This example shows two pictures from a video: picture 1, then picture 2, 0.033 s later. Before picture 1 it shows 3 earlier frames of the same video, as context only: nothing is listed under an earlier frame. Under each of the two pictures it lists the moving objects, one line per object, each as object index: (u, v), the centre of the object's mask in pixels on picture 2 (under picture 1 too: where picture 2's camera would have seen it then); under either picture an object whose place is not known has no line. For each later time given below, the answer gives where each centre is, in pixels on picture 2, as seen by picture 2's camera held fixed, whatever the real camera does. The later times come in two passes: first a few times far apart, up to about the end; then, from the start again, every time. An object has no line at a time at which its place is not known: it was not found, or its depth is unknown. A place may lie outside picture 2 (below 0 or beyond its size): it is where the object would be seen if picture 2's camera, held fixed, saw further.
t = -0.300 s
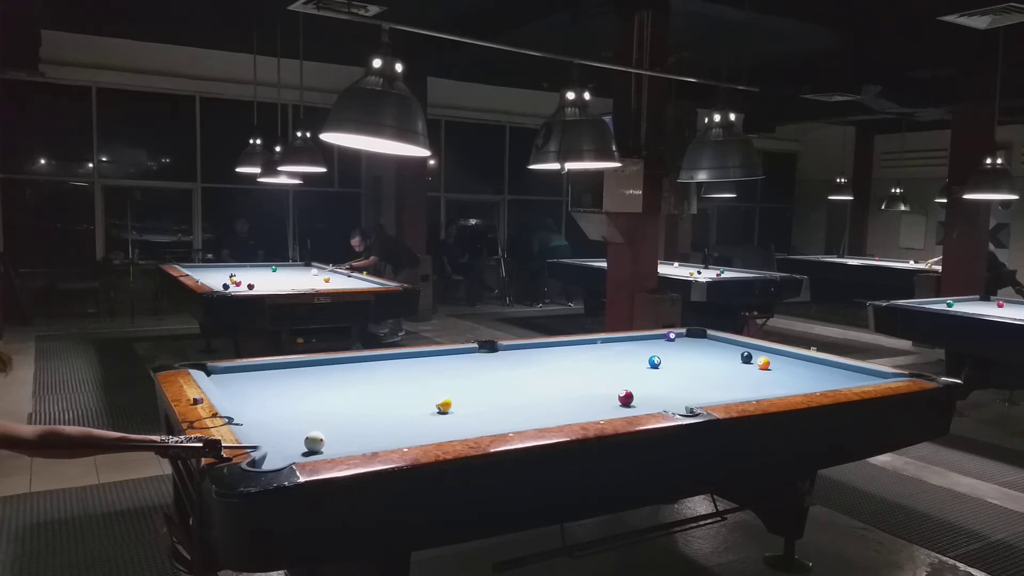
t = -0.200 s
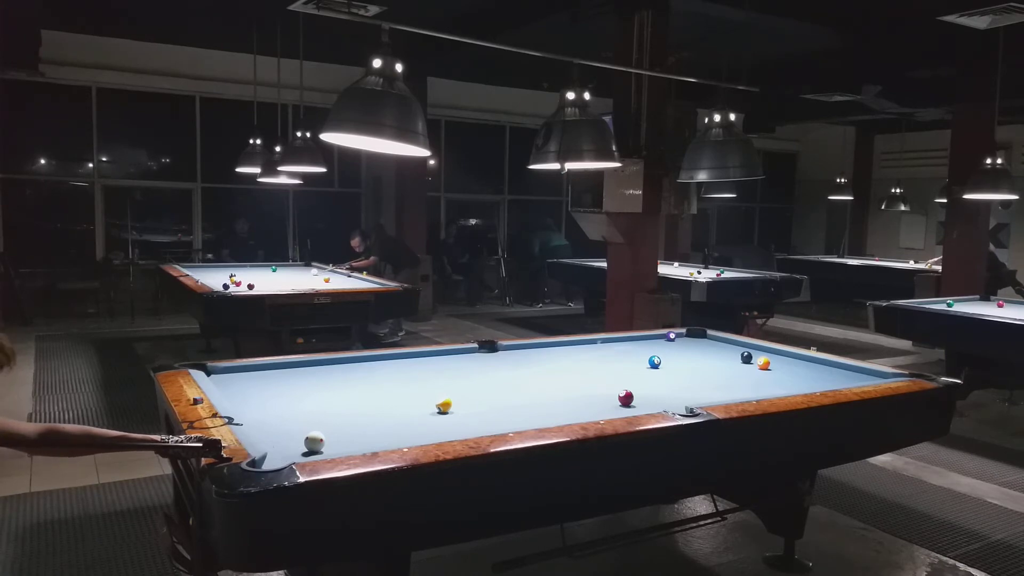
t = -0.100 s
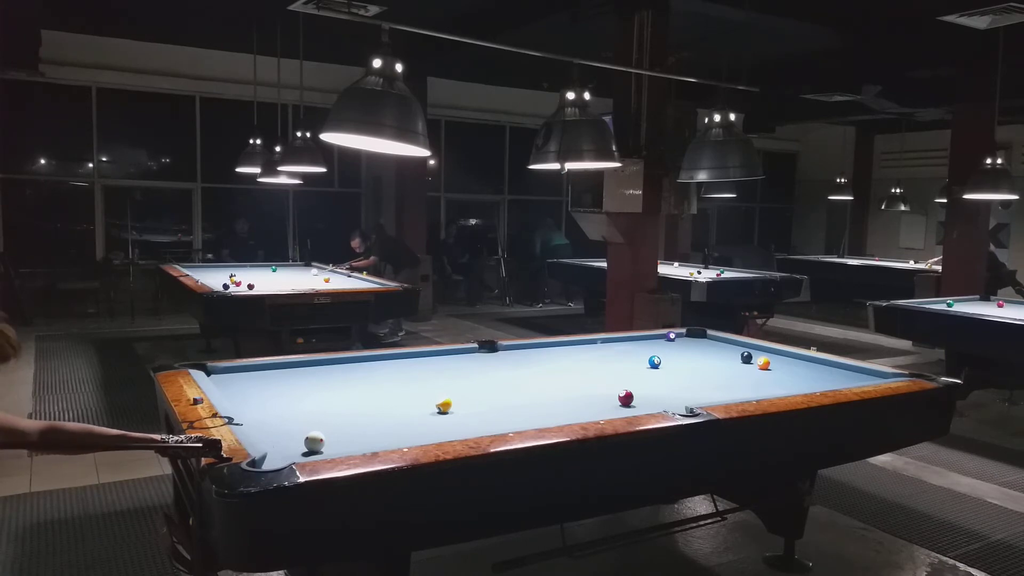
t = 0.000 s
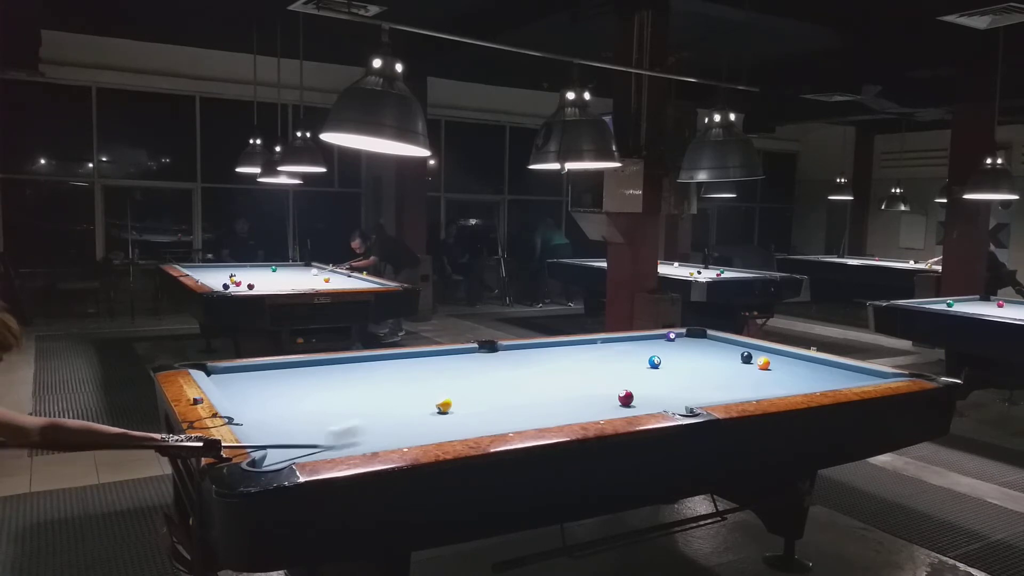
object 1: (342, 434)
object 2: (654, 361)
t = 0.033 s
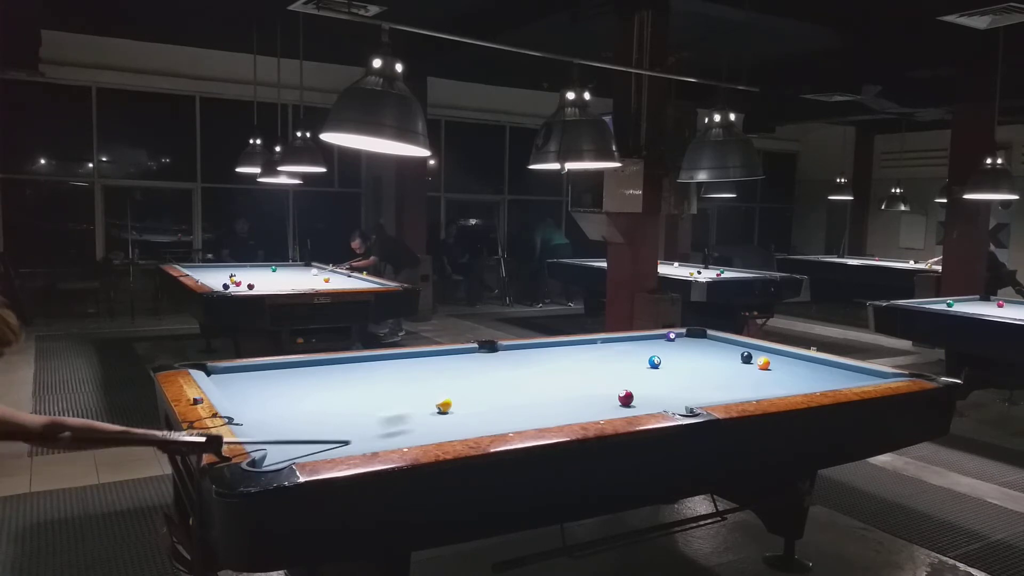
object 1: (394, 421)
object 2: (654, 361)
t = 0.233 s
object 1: (603, 380)
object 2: (654, 361)
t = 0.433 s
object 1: (723, 367)
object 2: (660, 344)
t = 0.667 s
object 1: (828, 374)
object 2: (687, 342)
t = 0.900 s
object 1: (888, 374)
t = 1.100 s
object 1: (881, 375)
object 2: (777, 358)
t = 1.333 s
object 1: (870, 378)
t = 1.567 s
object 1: (860, 380)
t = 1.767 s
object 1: (849, 381)
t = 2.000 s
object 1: (837, 382)
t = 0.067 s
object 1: (443, 410)
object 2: (654, 361)
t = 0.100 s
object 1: (480, 406)
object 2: (654, 361)
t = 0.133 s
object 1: (515, 398)
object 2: (654, 361)
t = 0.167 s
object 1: (547, 392)
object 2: (654, 361)
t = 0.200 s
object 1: (578, 385)
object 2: (654, 361)
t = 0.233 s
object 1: (603, 380)
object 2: (654, 361)
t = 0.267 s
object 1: (627, 373)
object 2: (654, 361)
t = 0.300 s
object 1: (649, 364)
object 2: (656, 361)
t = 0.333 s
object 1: (669, 365)
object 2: (656, 357)
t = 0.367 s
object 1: (687, 366)
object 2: (657, 352)
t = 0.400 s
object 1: (705, 367)
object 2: (659, 348)
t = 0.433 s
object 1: (723, 367)
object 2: (660, 344)
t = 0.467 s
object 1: (740, 369)
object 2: (661, 340)
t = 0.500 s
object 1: (756, 370)
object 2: (662, 337)
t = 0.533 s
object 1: (773, 371)
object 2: (661, 337)
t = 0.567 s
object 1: (787, 372)
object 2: (668, 339)
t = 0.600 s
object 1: (801, 373)
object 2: (674, 339)
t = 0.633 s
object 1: (814, 373)
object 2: (680, 340)
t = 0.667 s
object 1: (828, 374)
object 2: (687, 342)
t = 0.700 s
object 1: (841, 375)
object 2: (693, 343)
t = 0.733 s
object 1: (854, 376)
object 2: (700, 344)
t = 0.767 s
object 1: (867, 376)
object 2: (706, 346)
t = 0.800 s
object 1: (880, 376)
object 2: (712, 347)
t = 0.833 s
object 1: (888, 376)
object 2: (719, 348)
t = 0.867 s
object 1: (888, 375)
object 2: (726, 349)
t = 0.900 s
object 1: (888, 374)
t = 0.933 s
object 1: (888, 374)
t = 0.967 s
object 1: (886, 374)
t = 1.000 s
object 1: (885, 374)
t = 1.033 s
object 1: (883, 375)
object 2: (762, 353)
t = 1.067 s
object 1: (883, 375)
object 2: (770, 355)
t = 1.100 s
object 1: (881, 375)
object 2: (777, 358)
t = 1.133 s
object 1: (879, 376)
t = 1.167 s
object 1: (877, 376)
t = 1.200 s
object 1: (876, 376)
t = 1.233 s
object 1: (875, 377)
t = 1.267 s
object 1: (873, 377)
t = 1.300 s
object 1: (871, 377)
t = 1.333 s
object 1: (870, 378)
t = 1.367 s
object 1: (869, 378)
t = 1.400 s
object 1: (867, 378)
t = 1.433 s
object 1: (866, 379)
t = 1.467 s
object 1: (865, 379)
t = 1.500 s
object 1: (862, 379)
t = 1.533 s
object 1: (861, 380)
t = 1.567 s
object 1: (860, 380)
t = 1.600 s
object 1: (858, 380)
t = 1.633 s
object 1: (856, 380)
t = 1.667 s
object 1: (854, 380)
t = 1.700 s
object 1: (852, 380)
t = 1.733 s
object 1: (851, 380)
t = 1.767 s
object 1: (849, 381)
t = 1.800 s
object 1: (847, 381)
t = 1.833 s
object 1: (845, 381)
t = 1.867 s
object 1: (844, 381)
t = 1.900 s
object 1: (842, 382)
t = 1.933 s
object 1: (840, 382)
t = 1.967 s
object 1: (839, 382)
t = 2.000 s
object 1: (837, 382)
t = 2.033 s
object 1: (835, 382)
